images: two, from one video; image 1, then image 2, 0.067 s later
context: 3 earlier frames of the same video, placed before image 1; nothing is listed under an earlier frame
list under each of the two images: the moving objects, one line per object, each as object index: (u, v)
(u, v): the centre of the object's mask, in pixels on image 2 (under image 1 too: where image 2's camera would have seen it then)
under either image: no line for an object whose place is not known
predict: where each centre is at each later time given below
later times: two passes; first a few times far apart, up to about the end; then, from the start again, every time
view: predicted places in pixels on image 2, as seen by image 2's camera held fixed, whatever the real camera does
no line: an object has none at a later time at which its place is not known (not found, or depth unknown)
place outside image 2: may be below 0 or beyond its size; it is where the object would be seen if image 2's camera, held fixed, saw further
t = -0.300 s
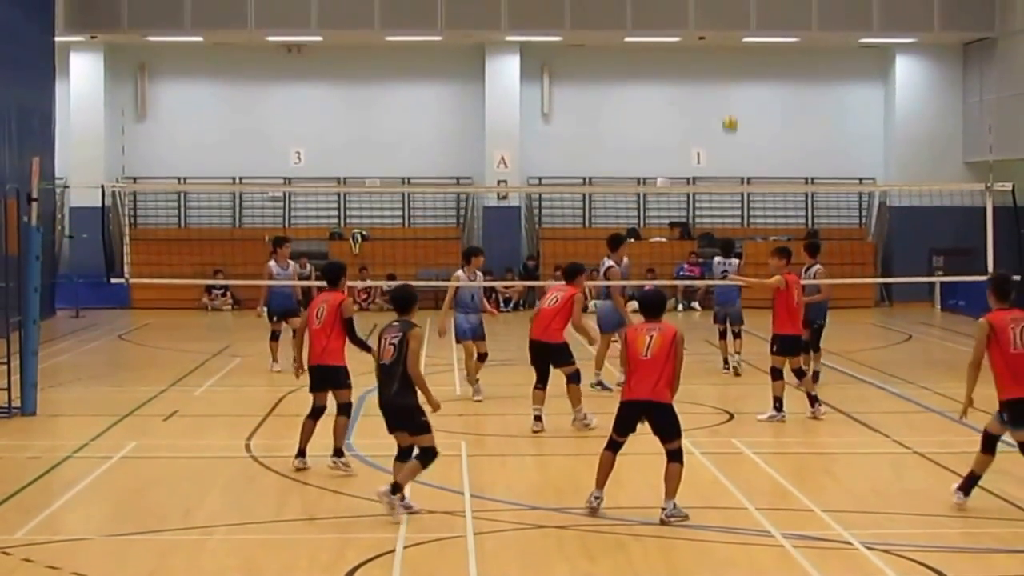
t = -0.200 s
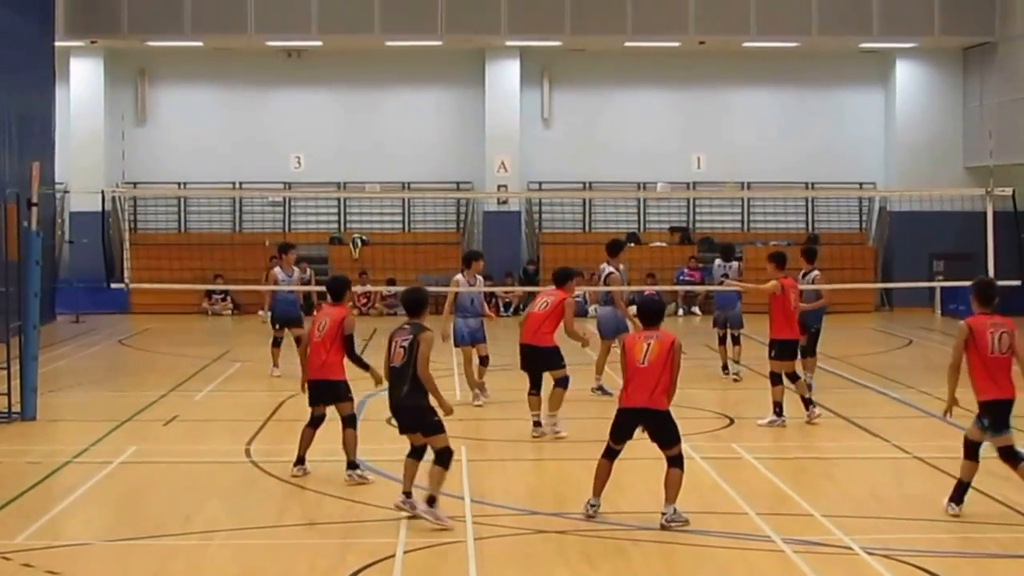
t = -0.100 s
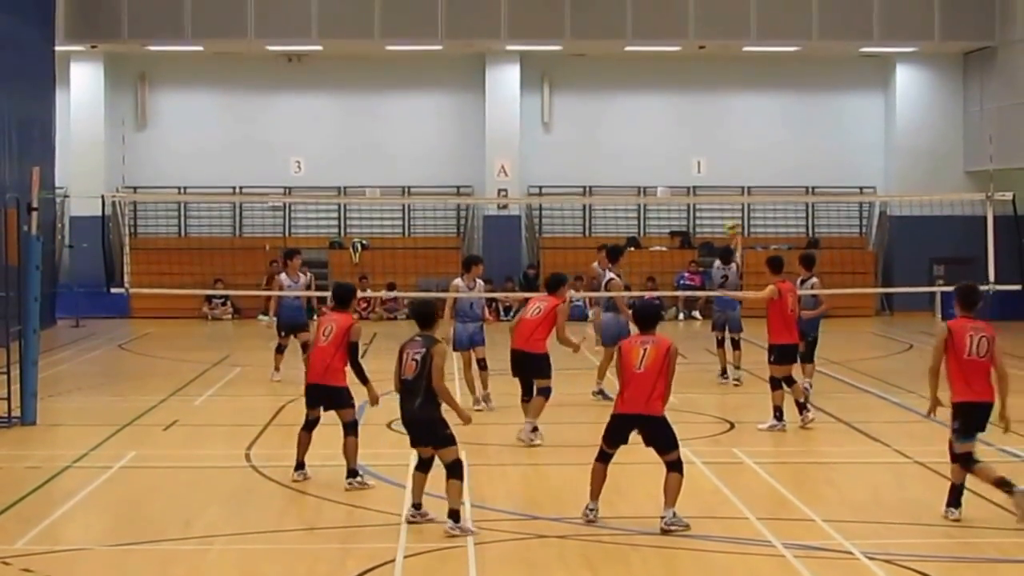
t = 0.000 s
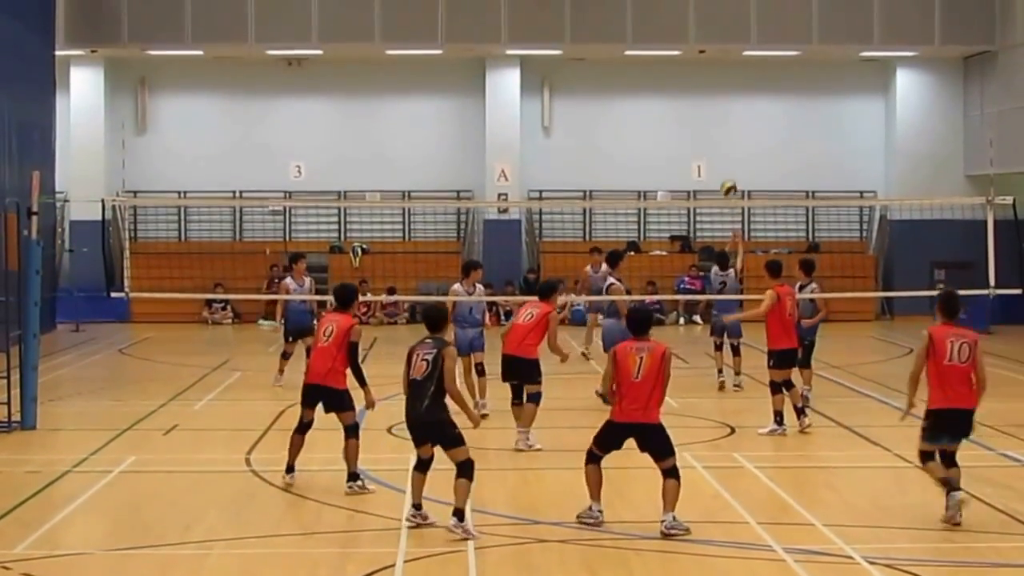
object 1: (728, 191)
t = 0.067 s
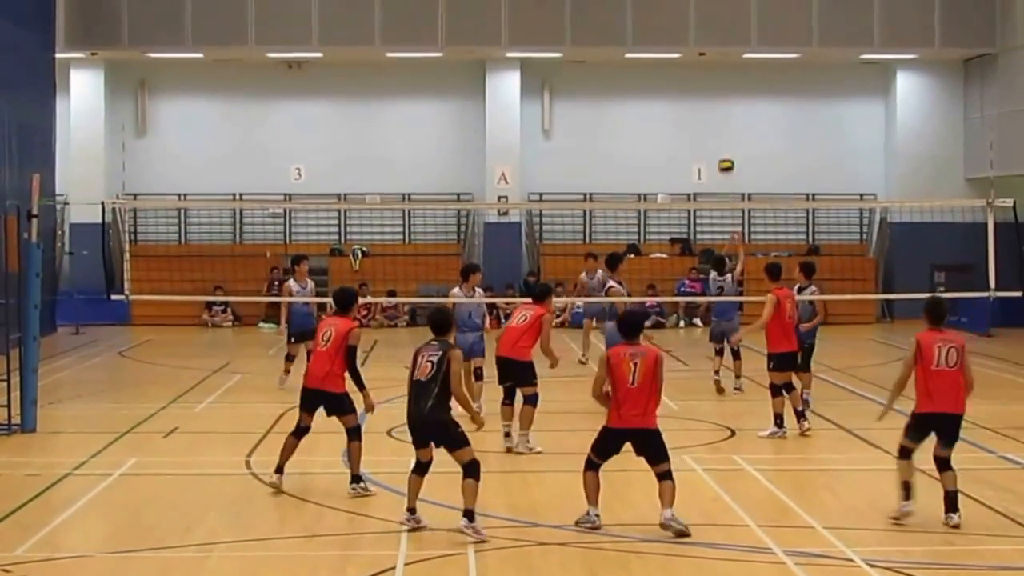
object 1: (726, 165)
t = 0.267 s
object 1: (717, 106)
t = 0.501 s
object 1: (704, 75)
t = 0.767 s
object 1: (688, 102)
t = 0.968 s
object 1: (674, 176)
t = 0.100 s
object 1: (724, 153)
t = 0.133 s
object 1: (723, 142)
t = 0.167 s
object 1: (722, 132)
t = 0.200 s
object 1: (720, 123)
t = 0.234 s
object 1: (718, 113)
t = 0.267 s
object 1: (717, 106)
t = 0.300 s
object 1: (715, 97)
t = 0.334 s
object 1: (712, 90)
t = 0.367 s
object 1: (712, 87)
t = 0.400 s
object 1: (709, 82)
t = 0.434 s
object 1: (708, 79)
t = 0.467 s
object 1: (707, 77)
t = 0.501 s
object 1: (704, 75)
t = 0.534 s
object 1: (703, 74)
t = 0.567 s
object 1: (701, 74)
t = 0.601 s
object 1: (700, 76)
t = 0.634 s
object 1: (696, 79)
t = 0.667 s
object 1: (695, 83)
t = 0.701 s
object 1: (693, 88)
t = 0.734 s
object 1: (690, 95)
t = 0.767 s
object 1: (688, 102)
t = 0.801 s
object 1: (686, 112)
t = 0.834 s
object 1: (683, 121)
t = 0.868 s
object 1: (682, 133)
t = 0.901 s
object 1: (679, 146)
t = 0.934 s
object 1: (676, 160)
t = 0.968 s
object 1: (674, 176)
